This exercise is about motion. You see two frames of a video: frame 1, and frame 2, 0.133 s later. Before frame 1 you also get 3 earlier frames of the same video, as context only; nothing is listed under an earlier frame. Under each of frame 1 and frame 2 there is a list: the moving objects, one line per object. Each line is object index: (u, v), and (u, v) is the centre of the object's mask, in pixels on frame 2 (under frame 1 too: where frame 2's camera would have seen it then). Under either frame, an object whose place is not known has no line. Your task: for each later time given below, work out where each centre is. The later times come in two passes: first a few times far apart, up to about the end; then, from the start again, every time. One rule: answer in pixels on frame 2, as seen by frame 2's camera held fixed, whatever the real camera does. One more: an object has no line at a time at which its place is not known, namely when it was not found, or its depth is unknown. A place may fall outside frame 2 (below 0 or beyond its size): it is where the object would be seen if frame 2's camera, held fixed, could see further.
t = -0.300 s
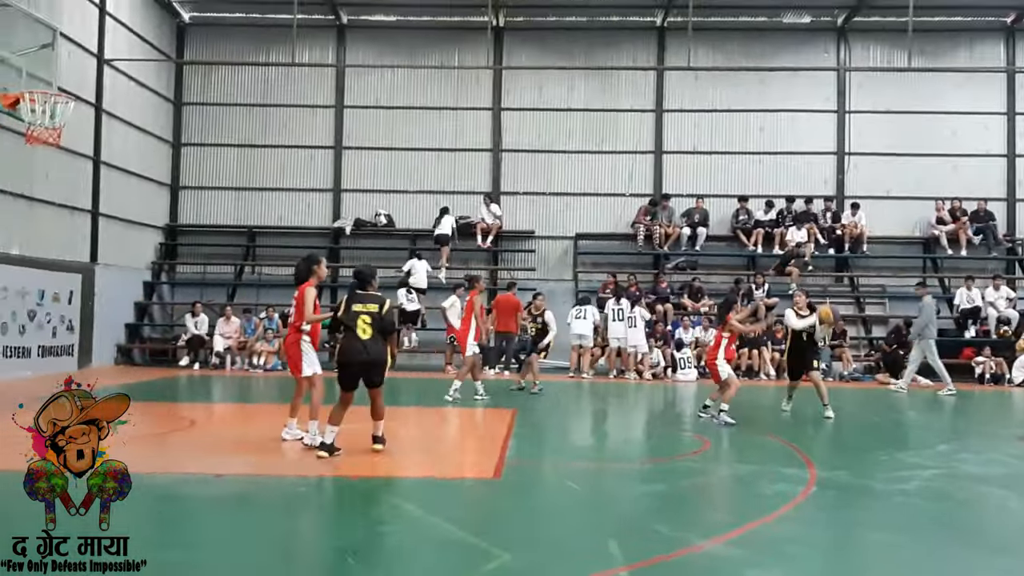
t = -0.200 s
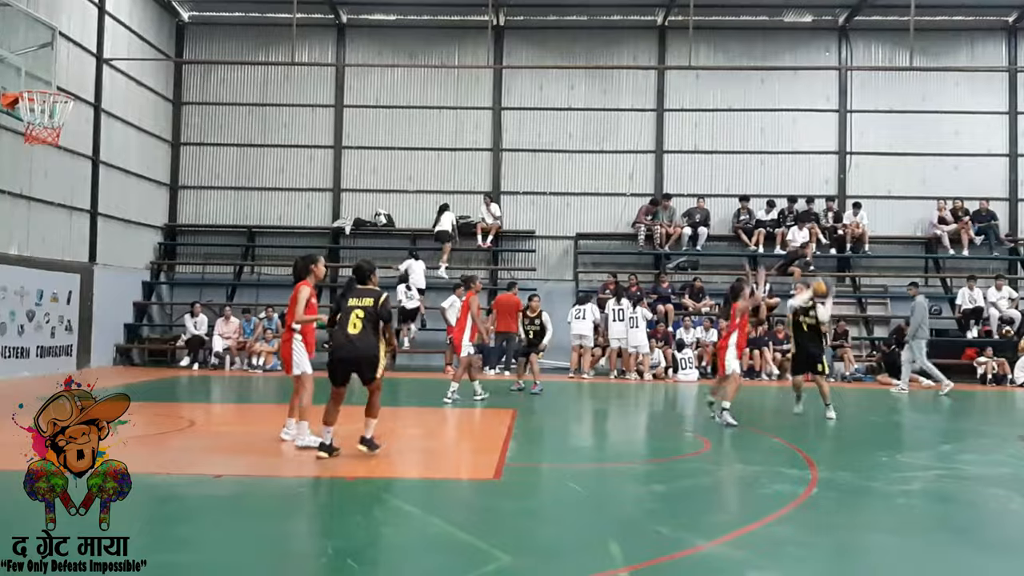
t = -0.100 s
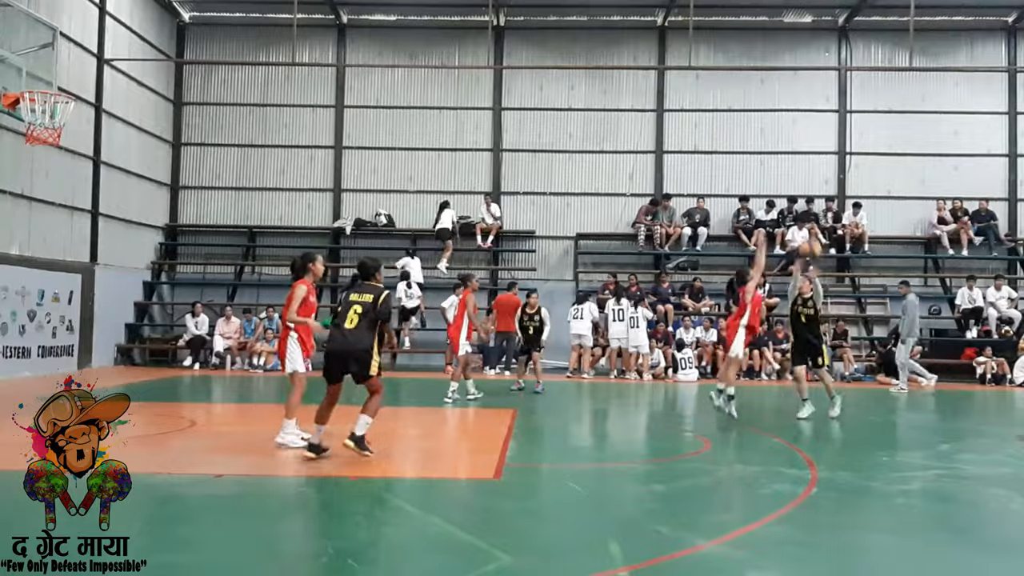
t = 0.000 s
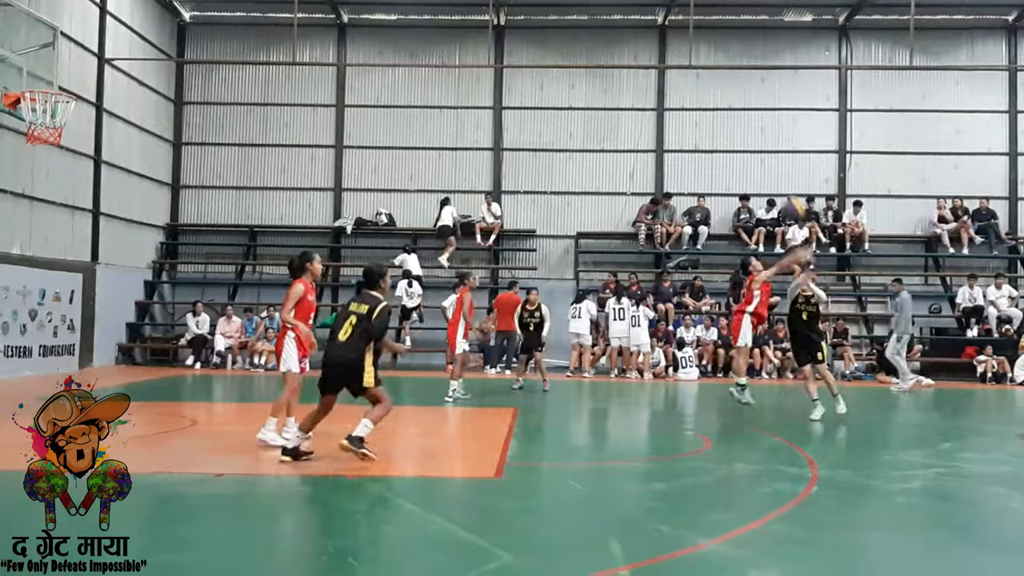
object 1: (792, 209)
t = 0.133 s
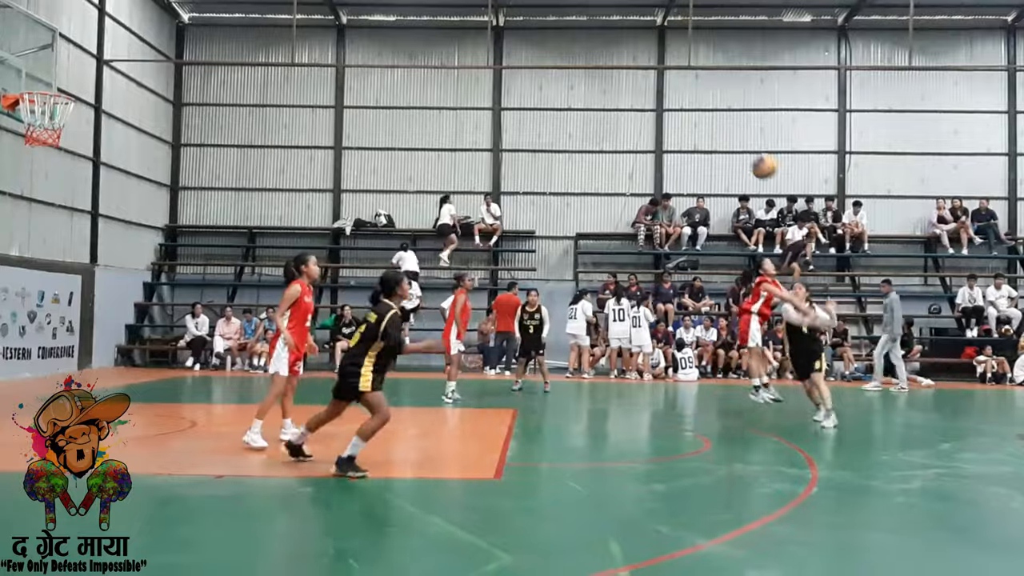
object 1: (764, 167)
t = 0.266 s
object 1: (730, 136)
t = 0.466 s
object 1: (668, 120)
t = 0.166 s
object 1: (755, 158)
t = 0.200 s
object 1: (748, 150)
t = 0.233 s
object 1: (739, 143)
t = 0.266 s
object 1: (730, 136)
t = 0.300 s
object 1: (721, 130)
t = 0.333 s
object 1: (711, 126)
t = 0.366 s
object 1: (701, 123)
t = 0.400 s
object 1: (691, 120)
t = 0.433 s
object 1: (680, 120)
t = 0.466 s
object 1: (668, 120)
